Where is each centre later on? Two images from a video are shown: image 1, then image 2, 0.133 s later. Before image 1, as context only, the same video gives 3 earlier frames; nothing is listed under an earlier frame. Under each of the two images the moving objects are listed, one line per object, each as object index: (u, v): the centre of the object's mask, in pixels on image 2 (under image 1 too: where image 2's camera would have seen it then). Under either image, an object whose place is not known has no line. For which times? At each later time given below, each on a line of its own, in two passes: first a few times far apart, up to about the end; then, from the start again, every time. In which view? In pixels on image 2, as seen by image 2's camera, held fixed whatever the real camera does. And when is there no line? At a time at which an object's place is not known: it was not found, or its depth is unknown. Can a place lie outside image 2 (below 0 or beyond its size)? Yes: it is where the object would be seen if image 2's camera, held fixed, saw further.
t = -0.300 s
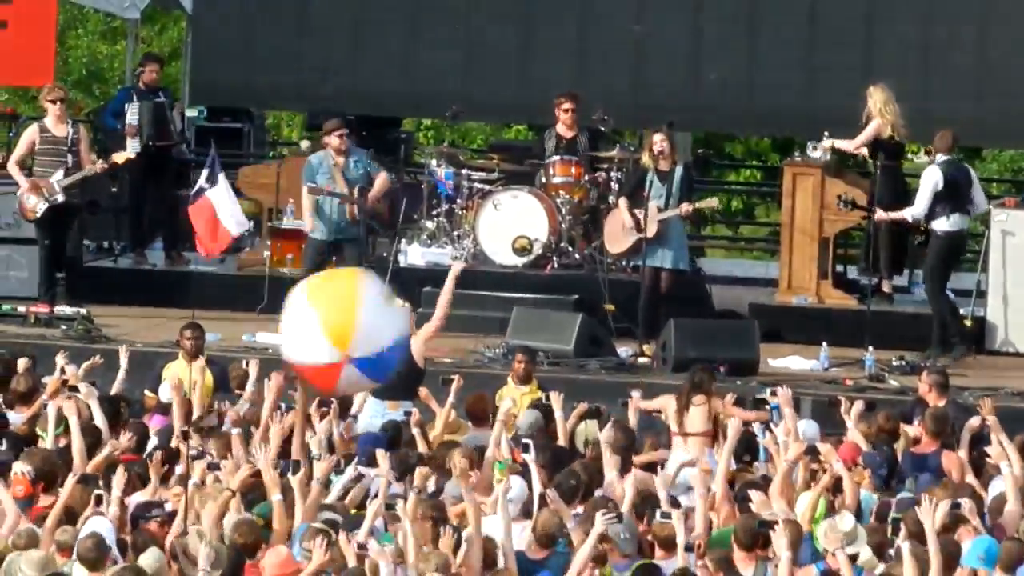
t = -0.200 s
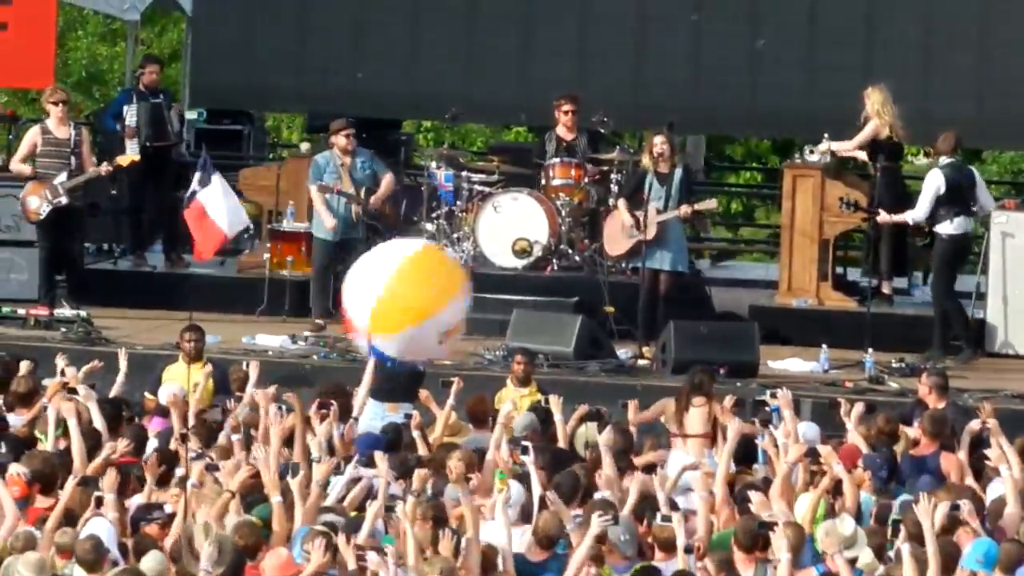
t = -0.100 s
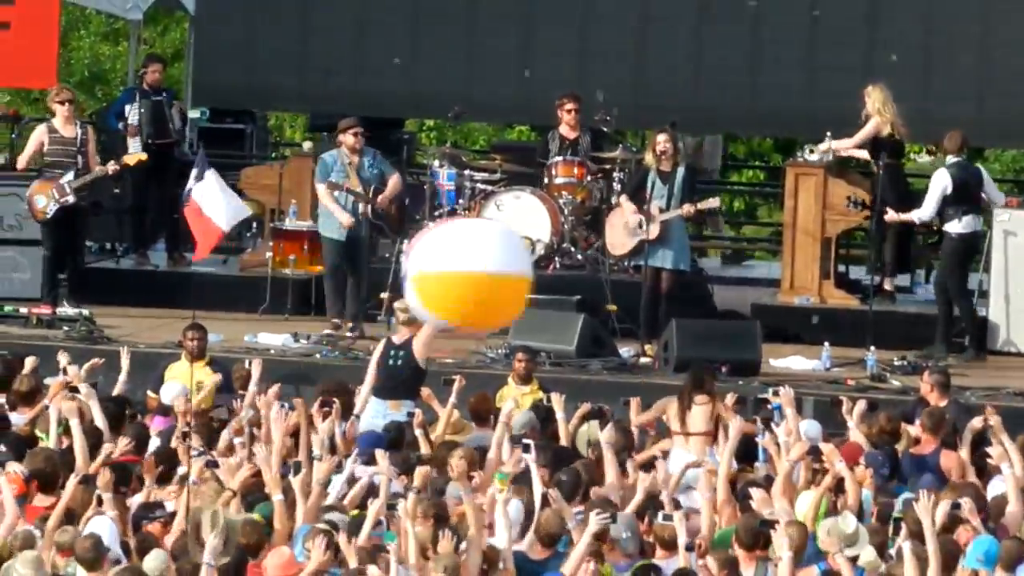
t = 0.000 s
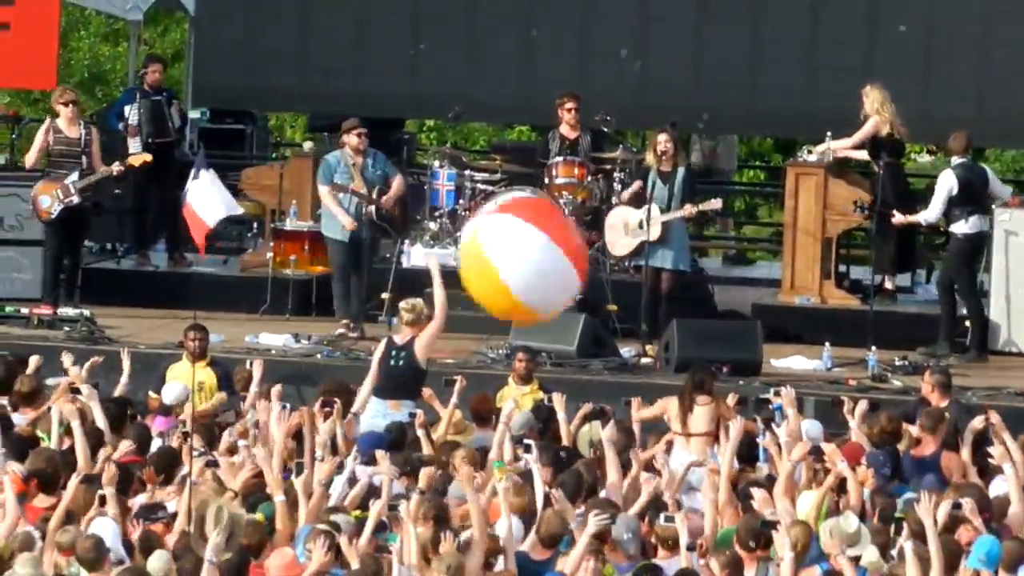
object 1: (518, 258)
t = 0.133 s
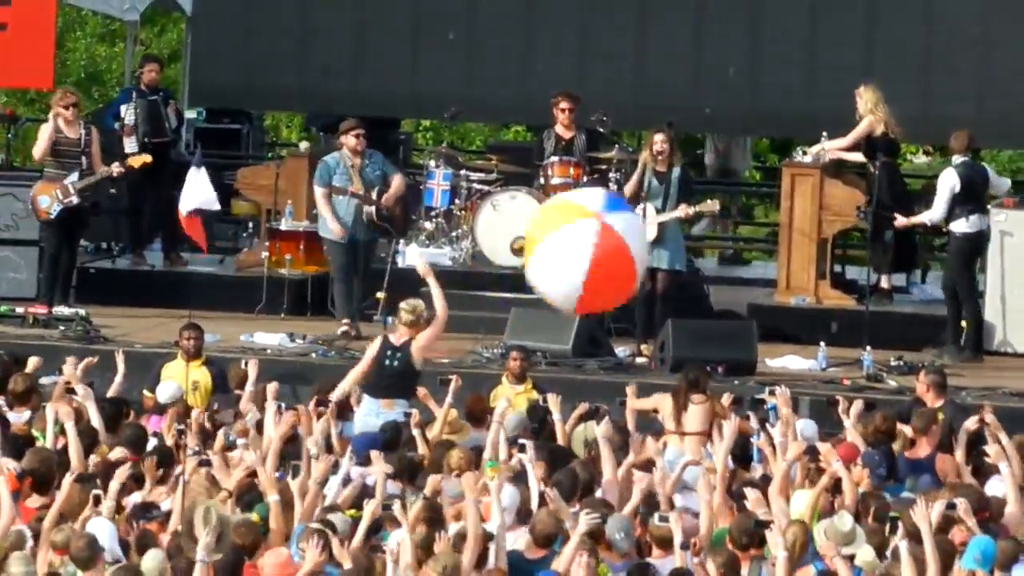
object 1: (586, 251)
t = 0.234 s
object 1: (635, 256)
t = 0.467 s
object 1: (733, 304)
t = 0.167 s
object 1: (602, 252)
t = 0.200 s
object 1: (618, 254)
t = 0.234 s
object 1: (635, 256)
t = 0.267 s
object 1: (649, 260)
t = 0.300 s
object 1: (661, 263)
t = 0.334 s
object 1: (672, 266)
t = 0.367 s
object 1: (692, 277)
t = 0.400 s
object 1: (705, 285)
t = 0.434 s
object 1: (720, 295)
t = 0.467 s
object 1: (733, 304)
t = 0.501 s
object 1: (745, 315)
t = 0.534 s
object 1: (756, 326)
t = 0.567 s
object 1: (769, 338)
